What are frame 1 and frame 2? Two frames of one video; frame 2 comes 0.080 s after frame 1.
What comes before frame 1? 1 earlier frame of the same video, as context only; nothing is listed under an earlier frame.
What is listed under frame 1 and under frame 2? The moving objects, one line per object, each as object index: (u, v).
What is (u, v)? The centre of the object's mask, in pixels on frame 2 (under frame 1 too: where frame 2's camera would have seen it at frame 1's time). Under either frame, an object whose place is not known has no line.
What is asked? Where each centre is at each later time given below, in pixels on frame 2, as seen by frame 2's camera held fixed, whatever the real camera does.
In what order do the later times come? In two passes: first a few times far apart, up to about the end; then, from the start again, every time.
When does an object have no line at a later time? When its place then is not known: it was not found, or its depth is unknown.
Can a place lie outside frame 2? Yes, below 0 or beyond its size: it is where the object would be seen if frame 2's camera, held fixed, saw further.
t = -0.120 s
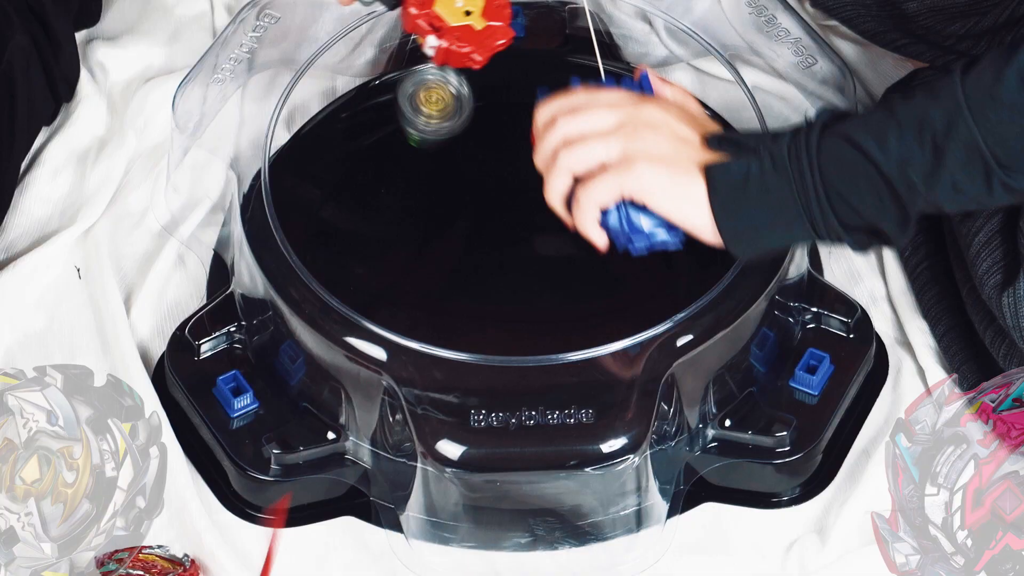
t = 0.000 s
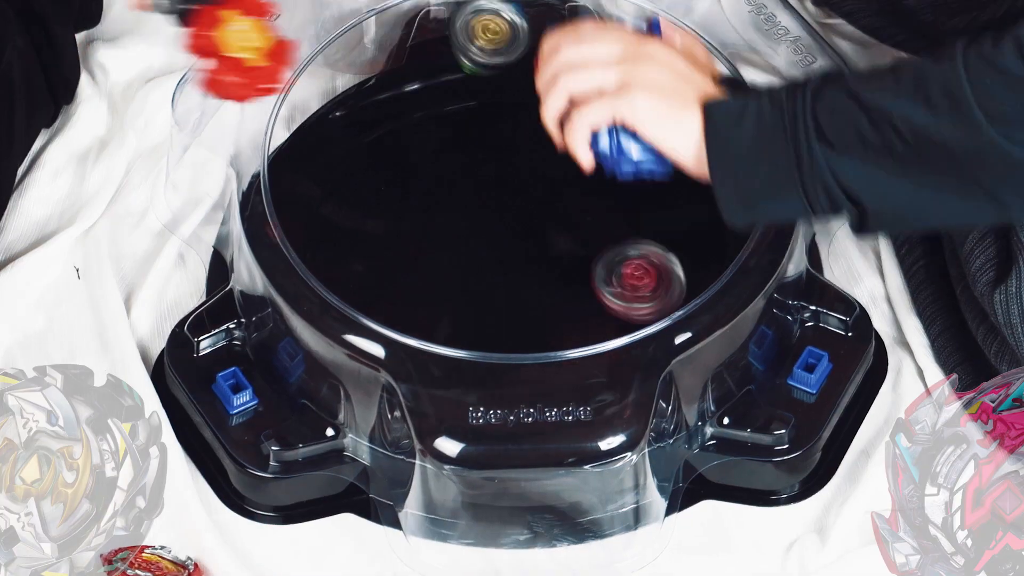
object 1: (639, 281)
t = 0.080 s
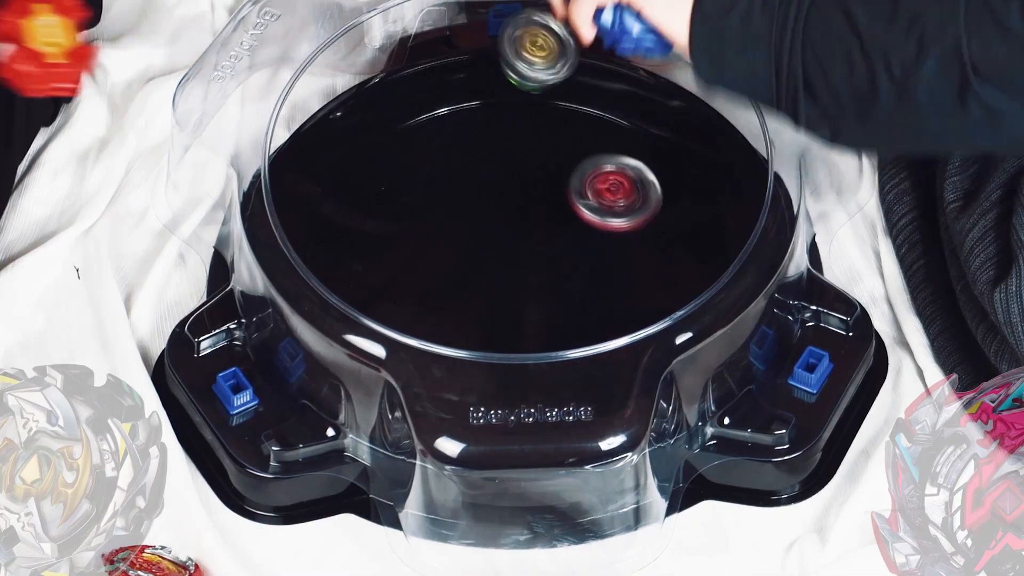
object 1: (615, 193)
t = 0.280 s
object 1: (568, 250)
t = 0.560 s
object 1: (490, 325)
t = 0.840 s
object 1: (364, 324)
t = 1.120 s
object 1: (433, 240)
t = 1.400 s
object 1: (606, 285)
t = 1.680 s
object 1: (587, 346)
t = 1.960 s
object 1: (579, 368)
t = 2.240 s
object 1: (583, 356)
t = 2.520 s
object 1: (591, 337)
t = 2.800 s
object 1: (595, 267)
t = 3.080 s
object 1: (623, 219)
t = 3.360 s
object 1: (601, 119)
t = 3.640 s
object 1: (570, 146)
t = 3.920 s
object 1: (483, 194)
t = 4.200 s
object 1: (402, 168)
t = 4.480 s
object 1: (353, 169)
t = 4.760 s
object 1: (391, 240)
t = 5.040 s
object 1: (443, 313)
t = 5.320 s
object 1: (449, 367)
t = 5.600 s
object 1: (489, 351)
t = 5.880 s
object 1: (579, 305)
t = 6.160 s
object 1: (669, 282)
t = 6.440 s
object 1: (661, 261)
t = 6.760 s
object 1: (672, 157)
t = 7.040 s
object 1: (571, 151)
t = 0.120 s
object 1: (601, 174)
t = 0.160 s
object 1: (594, 188)
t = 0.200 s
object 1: (589, 225)
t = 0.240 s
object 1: (579, 229)
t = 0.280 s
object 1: (568, 250)
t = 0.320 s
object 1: (557, 277)
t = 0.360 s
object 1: (546, 290)
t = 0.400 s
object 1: (535, 308)
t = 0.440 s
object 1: (525, 318)
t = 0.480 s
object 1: (515, 323)
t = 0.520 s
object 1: (502, 325)
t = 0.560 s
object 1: (490, 325)
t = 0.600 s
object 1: (478, 321)
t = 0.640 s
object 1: (465, 317)
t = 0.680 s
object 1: (437, 329)
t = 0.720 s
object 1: (409, 336)
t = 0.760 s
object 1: (389, 337)
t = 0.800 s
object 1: (373, 333)
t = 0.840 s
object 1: (364, 324)
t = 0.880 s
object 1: (358, 311)
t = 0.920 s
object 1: (357, 296)
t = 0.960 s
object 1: (363, 279)
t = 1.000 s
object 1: (369, 267)
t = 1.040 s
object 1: (386, 254)
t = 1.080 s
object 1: (407, 245)
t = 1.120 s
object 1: (433, 240)
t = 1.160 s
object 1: (462, 238)
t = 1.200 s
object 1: (490, 239)
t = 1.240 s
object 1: (518, 244)
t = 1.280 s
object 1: (545, 251)
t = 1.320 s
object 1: (569, 260)
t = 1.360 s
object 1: (589, 271)
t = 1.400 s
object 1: (606, 285)
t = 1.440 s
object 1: (618, 297)
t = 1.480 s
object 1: (621, 305)
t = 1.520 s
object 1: (619, 311)
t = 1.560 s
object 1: (620, 325)
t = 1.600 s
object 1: (612, 334)
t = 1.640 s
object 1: (603, 342)
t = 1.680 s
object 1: (587, 346)
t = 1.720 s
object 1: (572, 349)
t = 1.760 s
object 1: (588, 362)
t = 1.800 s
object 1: (600, 374)
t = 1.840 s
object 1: (602, 376)
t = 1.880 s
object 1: (601, 376)
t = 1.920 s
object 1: (593, 376)
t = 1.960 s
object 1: (579, 368)
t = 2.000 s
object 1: (565, 362)
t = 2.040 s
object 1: (547, 352)
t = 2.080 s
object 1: (535, 340)
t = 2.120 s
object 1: (526, 324)
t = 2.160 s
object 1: (542, 329)
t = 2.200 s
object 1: (567, 346)
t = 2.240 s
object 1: (583, 356)
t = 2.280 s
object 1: (594, 359)
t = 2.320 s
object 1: (598, 360)
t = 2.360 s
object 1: (600, 359)
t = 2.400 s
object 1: (600, 356)
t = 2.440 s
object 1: (600, 353)
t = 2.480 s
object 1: (595, 344)
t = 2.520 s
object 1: (591, 337)
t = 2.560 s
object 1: (588, 323)
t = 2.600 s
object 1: (588, 317)
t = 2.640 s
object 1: (589, 309)
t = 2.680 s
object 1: (590, 298)
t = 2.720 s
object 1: (591, 287)
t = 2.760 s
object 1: (593, 277)
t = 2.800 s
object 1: (595, 267)
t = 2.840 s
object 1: (598, 258)
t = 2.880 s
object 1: (601, 250)
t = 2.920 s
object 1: (604, 243)
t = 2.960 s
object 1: (609, 236)
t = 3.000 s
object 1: (614, 229)
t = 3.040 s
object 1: (618, 224)
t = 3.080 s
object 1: (623, 219)
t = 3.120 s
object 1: (620, 194)
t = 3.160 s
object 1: (615, 173)
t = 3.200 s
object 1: (610, 156)
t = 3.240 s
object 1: (607, 142)
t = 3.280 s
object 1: (604, 132)
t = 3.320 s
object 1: (603, 125)
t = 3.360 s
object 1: (601, 119)
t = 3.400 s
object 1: (599, 116)
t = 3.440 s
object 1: (598, 116)
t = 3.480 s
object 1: (595, 117)
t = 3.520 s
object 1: (591, 121)
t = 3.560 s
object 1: (585, 128)
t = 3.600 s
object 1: (579, 137)
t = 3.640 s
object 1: (570, 146)
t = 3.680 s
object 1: (559, 155)
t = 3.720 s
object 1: (548, 166)
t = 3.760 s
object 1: (536, 175)
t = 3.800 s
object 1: (523, 182)
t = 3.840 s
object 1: (510, 188)
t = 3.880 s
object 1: (497, 192)
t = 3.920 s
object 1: (483, 194)
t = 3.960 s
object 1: (468, 193)
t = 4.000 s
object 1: (454, 191)
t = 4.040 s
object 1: (440, 188)
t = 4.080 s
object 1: (428, 183)
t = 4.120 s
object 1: (418, 178)
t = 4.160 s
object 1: (409, 173)
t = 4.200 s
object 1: (402, 168)
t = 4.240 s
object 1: (397, 166)
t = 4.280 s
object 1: (395, 165)
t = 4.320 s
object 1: (395, 165)
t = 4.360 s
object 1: (398, 168)
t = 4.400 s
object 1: (401, 173)
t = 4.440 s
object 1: (375, 170)
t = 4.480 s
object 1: (353, 169)
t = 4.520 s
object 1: (345, 172)
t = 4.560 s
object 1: (348, 181)
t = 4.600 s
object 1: (354, 192)
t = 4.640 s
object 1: (361, 203)
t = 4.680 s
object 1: (370, 215)
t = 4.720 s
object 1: (380, 227)
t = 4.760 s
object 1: (391, 240)
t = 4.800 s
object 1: (401, 252)
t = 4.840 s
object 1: (411, 264)
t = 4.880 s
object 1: (421, 276)
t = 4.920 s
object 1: (429, 287)
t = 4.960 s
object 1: (435, 298)
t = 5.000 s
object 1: (440, 307)
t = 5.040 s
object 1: (443, 313)
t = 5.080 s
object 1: (445, 319)
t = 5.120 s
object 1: (446, 333)
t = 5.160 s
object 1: (447, 342)
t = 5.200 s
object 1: (446, 353)
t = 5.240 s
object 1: (447, 357)
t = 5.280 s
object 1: (448, 363)
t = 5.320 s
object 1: (449, 367)
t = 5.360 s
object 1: (451, 375)
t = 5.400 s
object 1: (454, 376)
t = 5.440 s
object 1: (460, 376)
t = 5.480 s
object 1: (465, 369)
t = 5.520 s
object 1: (472, 365)
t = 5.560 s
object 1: (480, 360)
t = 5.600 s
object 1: (489, 351)
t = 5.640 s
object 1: (499, 342)
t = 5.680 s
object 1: (510, 330)
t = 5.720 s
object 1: (523, 326)
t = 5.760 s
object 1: (536, 321)
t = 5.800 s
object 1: (550, 316)
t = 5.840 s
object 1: (564, 310)
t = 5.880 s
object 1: (579, 305)
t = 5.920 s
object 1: (594, 301)
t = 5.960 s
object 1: (609, 298)
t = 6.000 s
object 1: (625, 295)
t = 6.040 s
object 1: (639, 292)
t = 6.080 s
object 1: (650, 288)
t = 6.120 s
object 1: (660, 285)
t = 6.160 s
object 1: (669, 282)
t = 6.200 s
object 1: (675, 279)
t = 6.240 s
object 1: (678, 276)
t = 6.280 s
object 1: (680, 273)
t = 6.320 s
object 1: (679, 271)
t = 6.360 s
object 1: (675, 269)
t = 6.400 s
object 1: (669, 265)
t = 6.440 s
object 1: (661, 261)
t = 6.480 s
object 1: (664, 248)
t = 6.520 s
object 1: (677, 224)
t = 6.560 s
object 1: (683, 205)
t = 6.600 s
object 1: (686, 191)
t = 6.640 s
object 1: (687, 179)
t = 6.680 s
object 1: (684, 169)
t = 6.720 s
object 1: (679, 162)
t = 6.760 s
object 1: (672, 157)
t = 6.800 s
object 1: (662, 153)
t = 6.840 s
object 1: (650, 150)
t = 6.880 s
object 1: (637, 148)
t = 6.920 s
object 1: (623, 148)
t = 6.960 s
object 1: (606, 148)
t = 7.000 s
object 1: (589, 150)
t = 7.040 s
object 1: (571, 151)
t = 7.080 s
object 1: (555, 152)
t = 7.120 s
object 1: (538, 155)
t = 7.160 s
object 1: (521, 158)
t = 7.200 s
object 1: (505, 160)
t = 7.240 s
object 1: (489, 162)
